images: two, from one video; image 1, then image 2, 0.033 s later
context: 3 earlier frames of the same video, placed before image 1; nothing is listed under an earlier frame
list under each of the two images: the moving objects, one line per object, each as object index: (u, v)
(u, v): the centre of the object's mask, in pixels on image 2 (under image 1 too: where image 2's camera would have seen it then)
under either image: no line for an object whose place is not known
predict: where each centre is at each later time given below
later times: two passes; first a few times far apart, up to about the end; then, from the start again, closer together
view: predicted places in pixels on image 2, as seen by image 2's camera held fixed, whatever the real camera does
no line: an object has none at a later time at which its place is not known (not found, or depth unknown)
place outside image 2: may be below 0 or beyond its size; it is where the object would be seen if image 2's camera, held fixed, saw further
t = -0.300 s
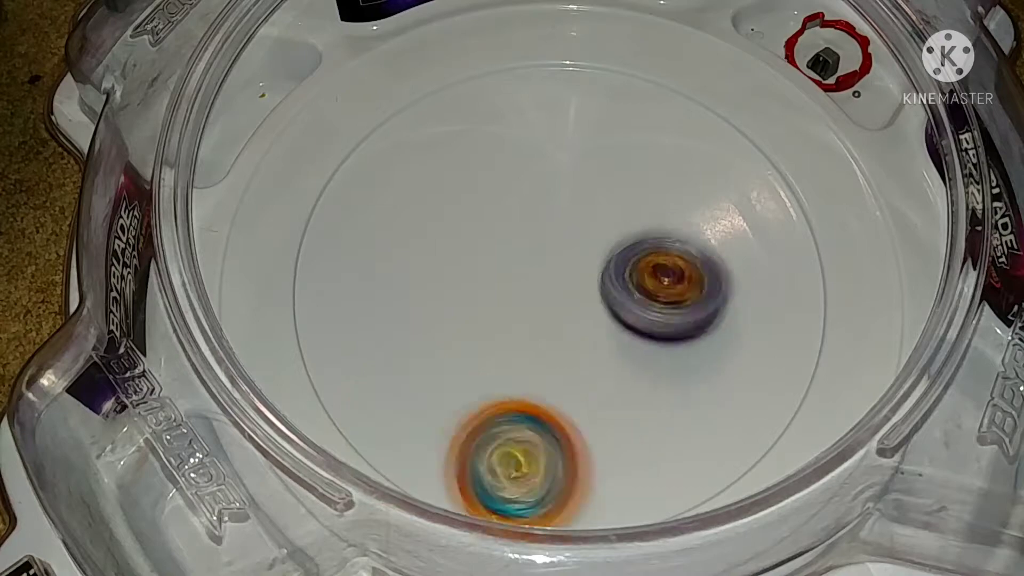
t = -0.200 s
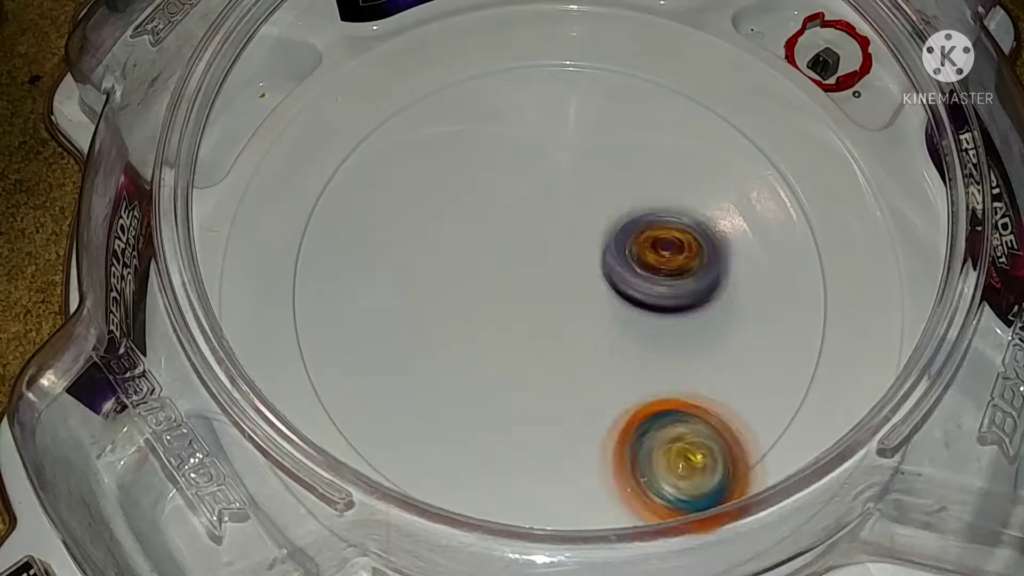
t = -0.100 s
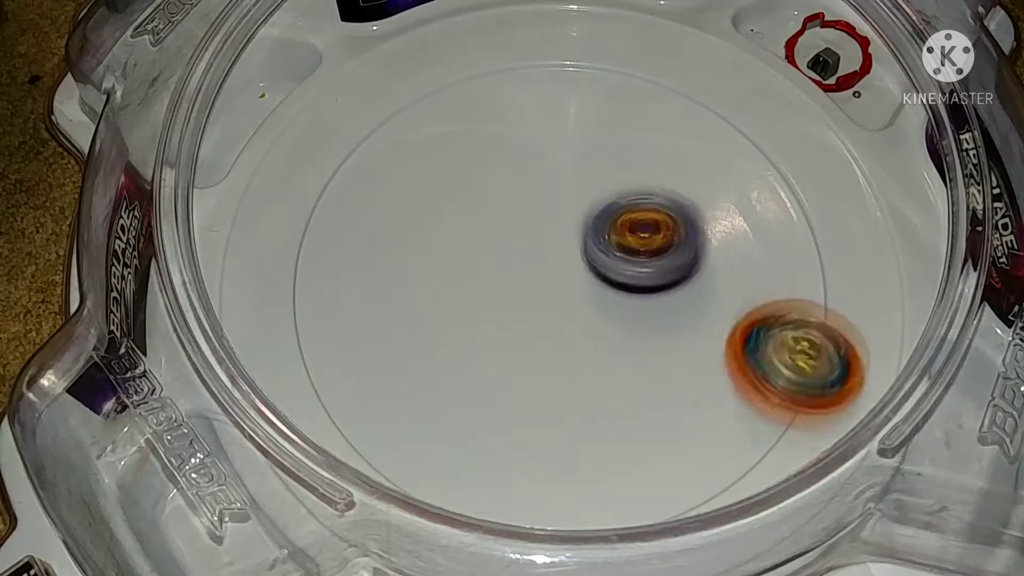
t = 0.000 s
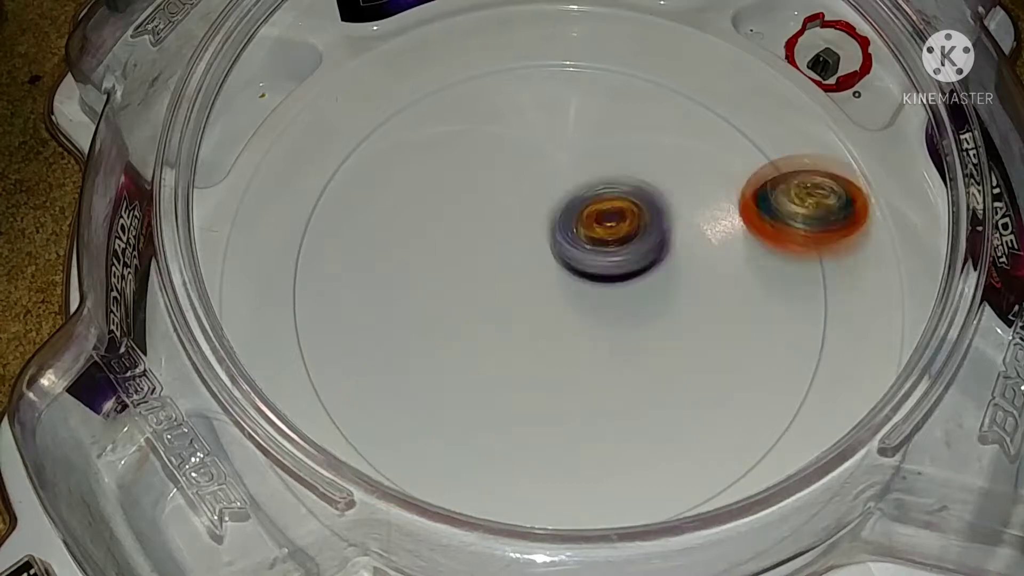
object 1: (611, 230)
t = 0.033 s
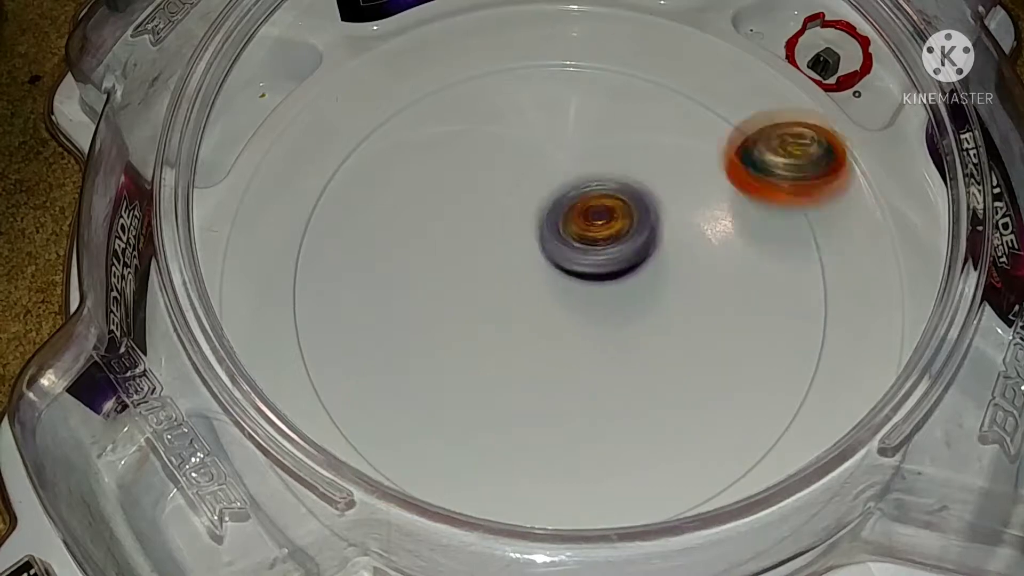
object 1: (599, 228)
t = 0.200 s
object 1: (555, 220)
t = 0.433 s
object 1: (551, 215)
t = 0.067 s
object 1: (588, 225)
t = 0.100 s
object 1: (578, 223)
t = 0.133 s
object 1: (569, 222)
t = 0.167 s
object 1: (560, 221)
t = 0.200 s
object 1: (555, 220)
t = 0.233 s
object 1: (551, 221)
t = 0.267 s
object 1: (547, 219)
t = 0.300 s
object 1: (546, 218)
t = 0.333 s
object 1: (546, 218)
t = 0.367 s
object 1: (546, 216)
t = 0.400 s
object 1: (549, 216)
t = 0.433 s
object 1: (551, 215)
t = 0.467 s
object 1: (555, 214)
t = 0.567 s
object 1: (567, 206)
